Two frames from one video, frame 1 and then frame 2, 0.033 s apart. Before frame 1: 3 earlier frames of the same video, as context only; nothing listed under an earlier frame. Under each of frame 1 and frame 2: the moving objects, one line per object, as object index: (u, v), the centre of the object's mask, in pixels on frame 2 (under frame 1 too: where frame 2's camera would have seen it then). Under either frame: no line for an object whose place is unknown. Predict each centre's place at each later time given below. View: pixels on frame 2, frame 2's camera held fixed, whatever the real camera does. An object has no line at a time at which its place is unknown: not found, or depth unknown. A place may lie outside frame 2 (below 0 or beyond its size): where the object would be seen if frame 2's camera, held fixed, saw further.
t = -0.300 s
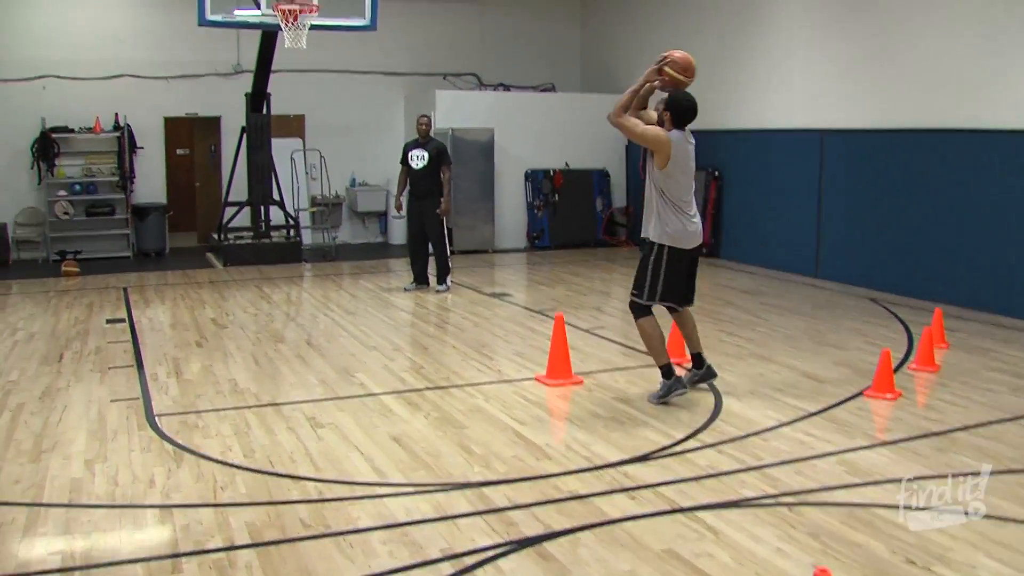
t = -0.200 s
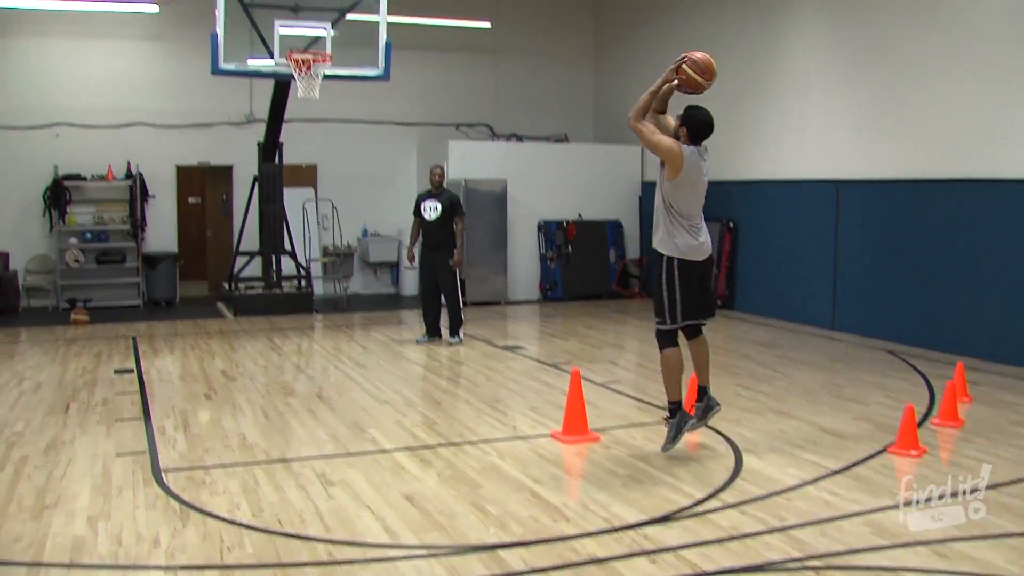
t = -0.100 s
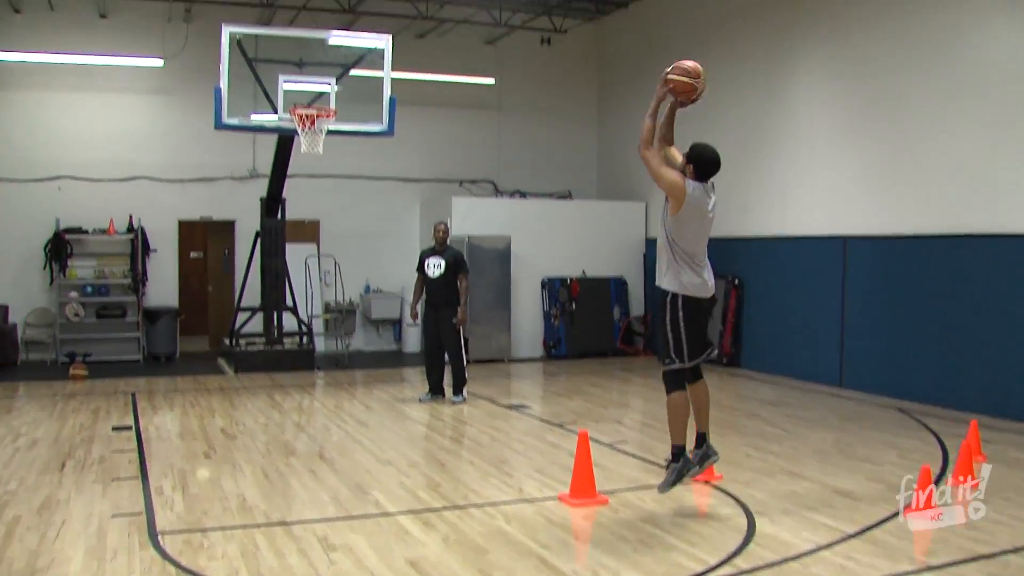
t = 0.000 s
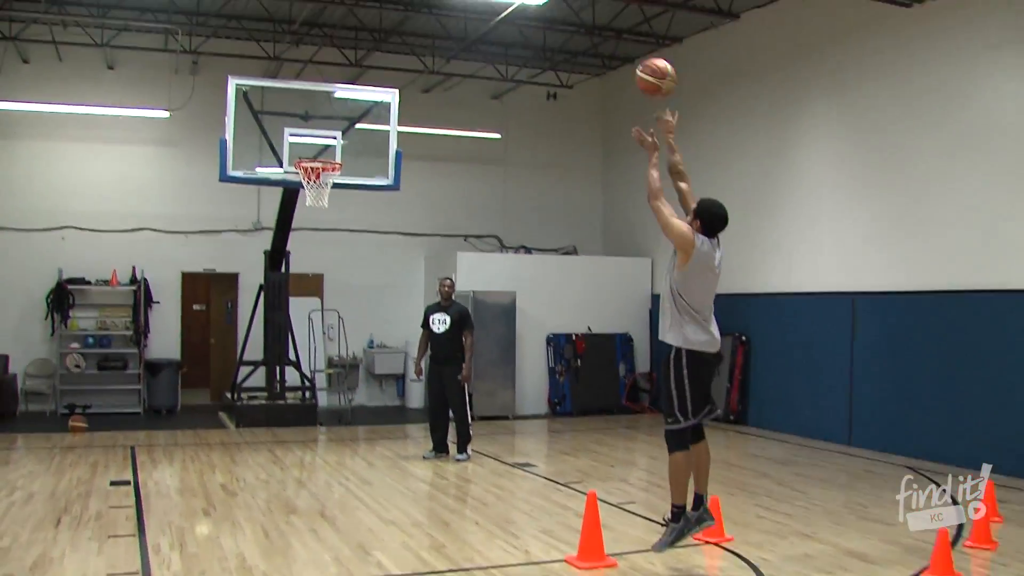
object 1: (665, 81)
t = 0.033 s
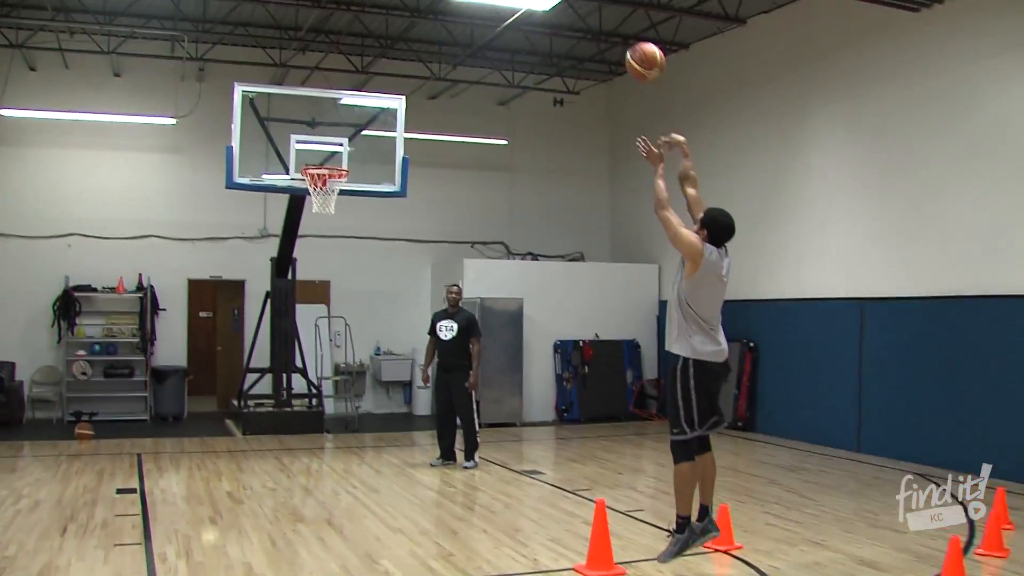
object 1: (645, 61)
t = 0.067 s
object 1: (628, 45)
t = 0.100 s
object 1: (611, 29)
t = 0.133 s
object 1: (595, 17)
